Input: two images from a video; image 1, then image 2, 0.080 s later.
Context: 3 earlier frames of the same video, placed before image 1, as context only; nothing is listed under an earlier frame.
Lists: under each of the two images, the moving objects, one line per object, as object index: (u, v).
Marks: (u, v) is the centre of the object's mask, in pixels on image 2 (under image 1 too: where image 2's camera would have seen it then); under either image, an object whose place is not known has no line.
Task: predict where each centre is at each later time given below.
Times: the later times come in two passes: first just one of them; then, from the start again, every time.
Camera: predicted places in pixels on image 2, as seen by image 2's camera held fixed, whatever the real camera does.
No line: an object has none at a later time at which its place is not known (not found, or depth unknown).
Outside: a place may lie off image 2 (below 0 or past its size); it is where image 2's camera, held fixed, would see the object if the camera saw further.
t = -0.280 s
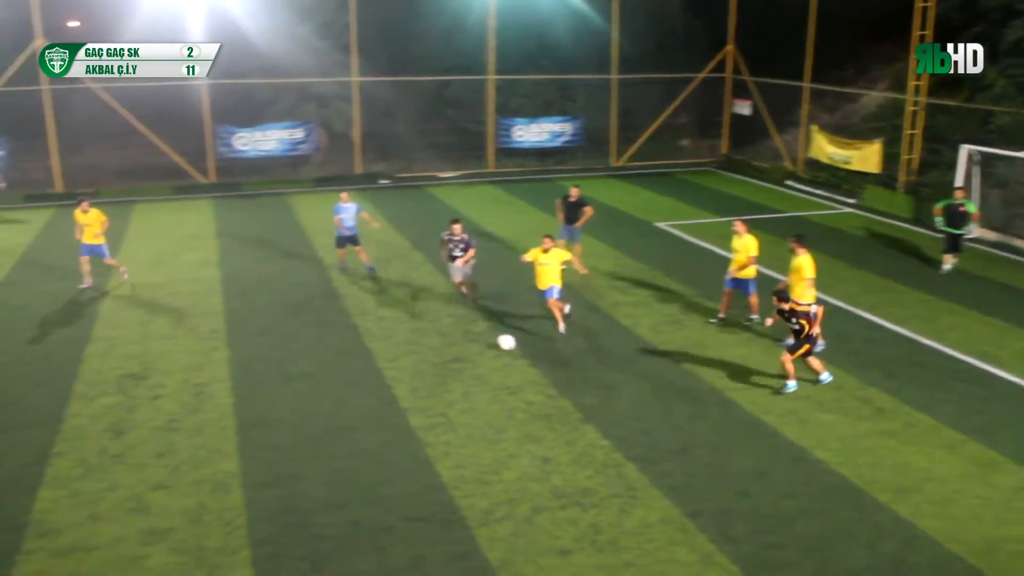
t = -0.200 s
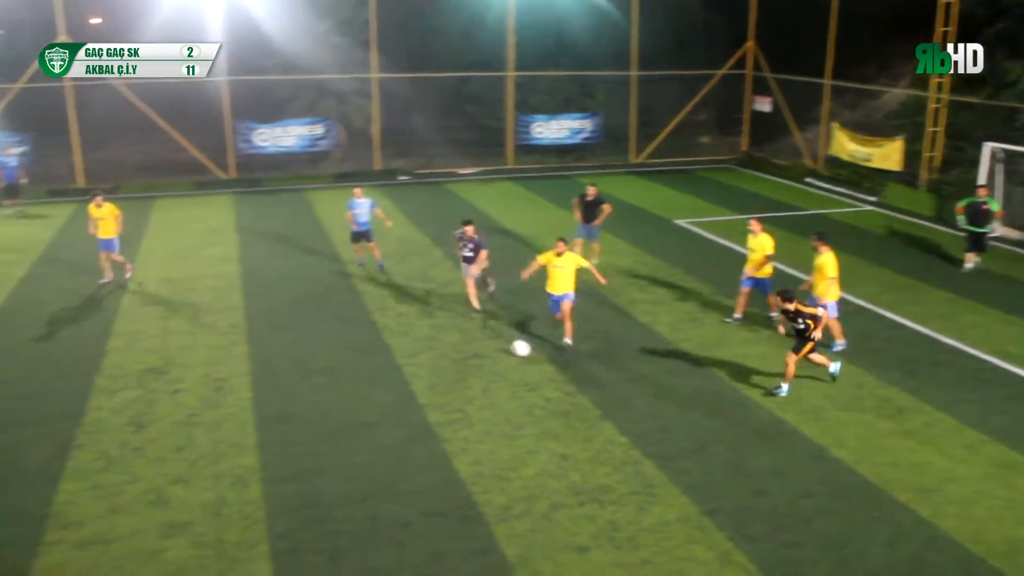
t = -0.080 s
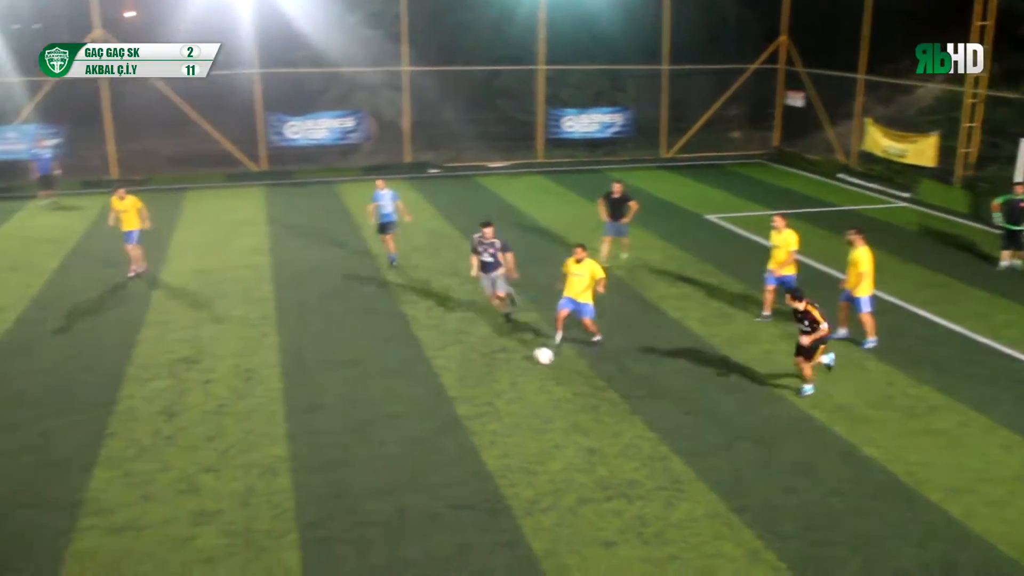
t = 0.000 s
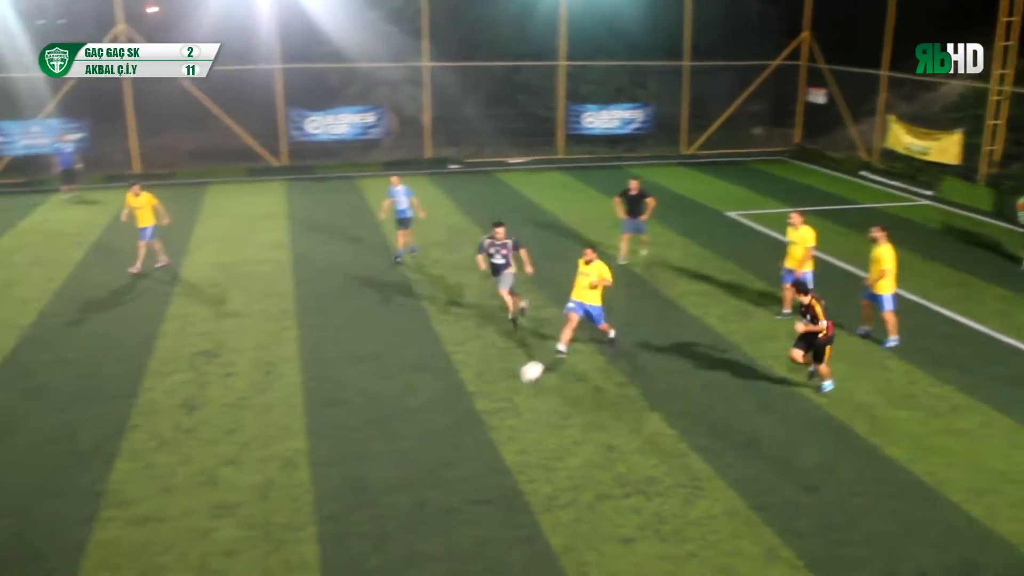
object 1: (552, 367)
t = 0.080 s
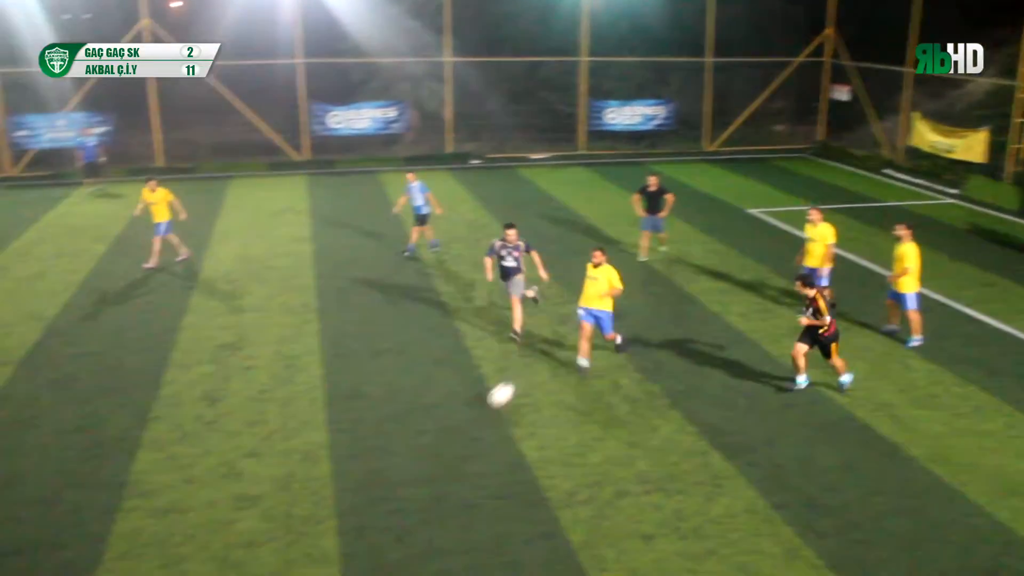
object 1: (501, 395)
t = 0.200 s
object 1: (413, 441)
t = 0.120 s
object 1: (472, 412)
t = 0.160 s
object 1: (443, 427)
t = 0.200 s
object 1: (413, 441)
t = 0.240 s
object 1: (381, 455)
